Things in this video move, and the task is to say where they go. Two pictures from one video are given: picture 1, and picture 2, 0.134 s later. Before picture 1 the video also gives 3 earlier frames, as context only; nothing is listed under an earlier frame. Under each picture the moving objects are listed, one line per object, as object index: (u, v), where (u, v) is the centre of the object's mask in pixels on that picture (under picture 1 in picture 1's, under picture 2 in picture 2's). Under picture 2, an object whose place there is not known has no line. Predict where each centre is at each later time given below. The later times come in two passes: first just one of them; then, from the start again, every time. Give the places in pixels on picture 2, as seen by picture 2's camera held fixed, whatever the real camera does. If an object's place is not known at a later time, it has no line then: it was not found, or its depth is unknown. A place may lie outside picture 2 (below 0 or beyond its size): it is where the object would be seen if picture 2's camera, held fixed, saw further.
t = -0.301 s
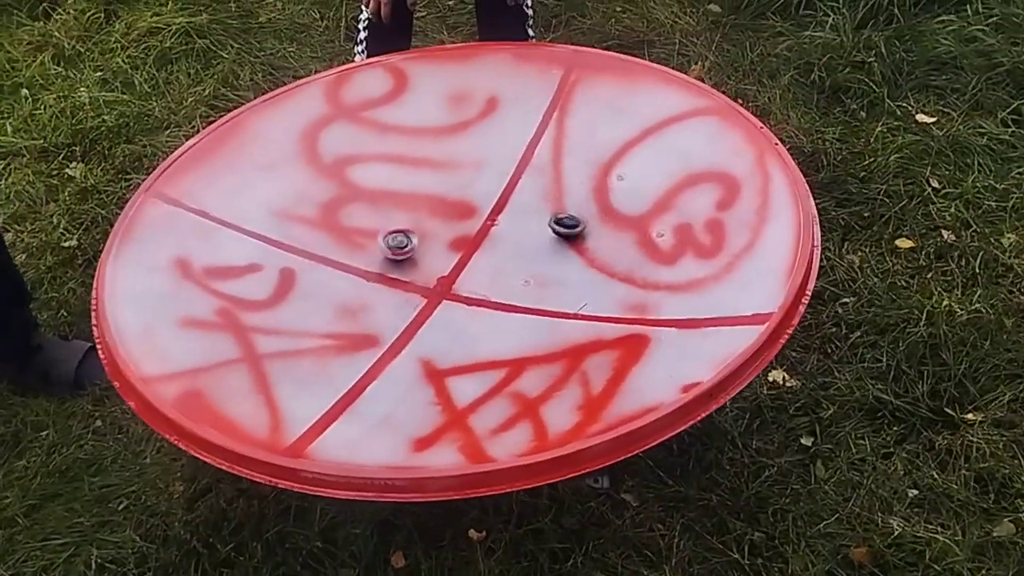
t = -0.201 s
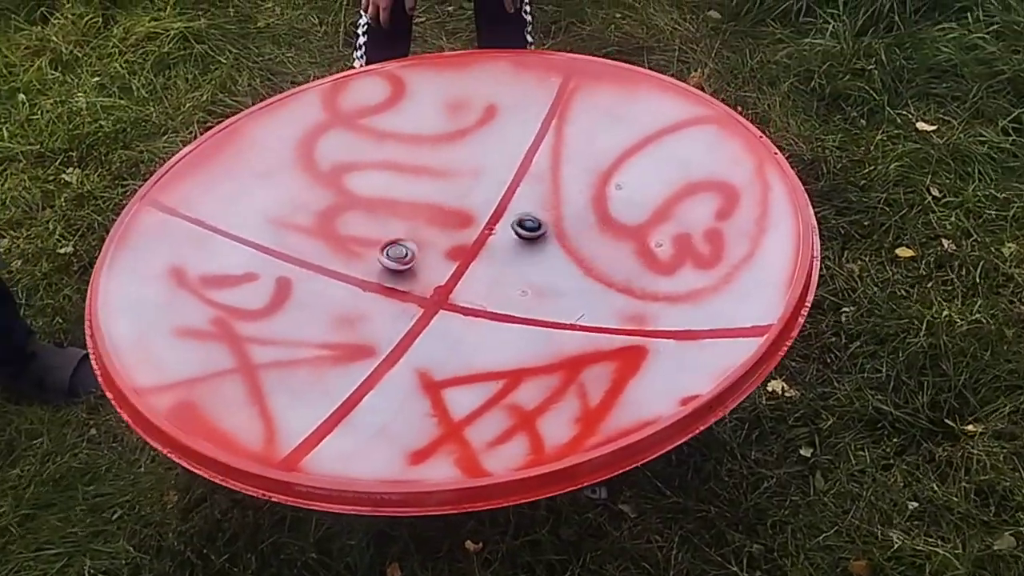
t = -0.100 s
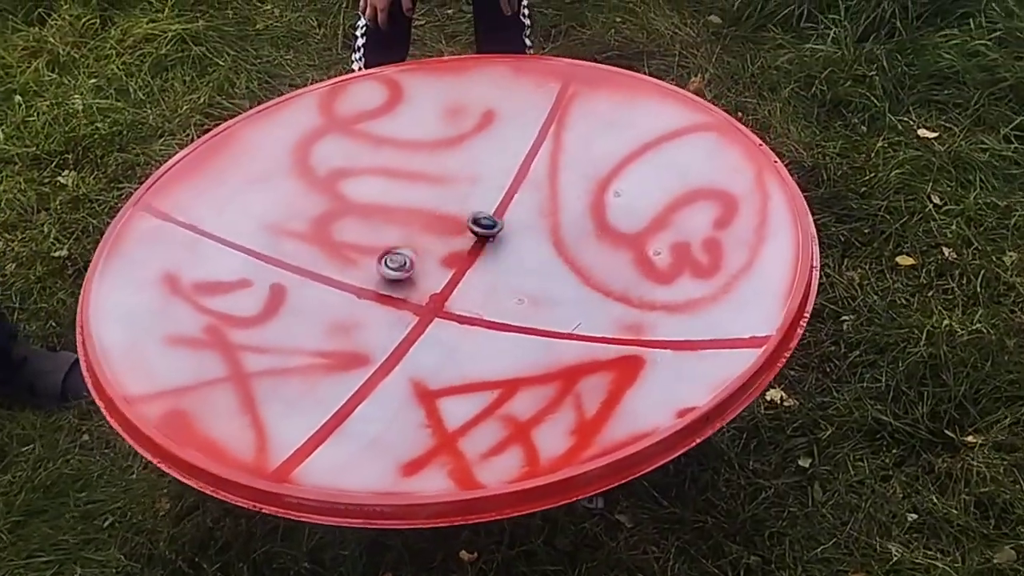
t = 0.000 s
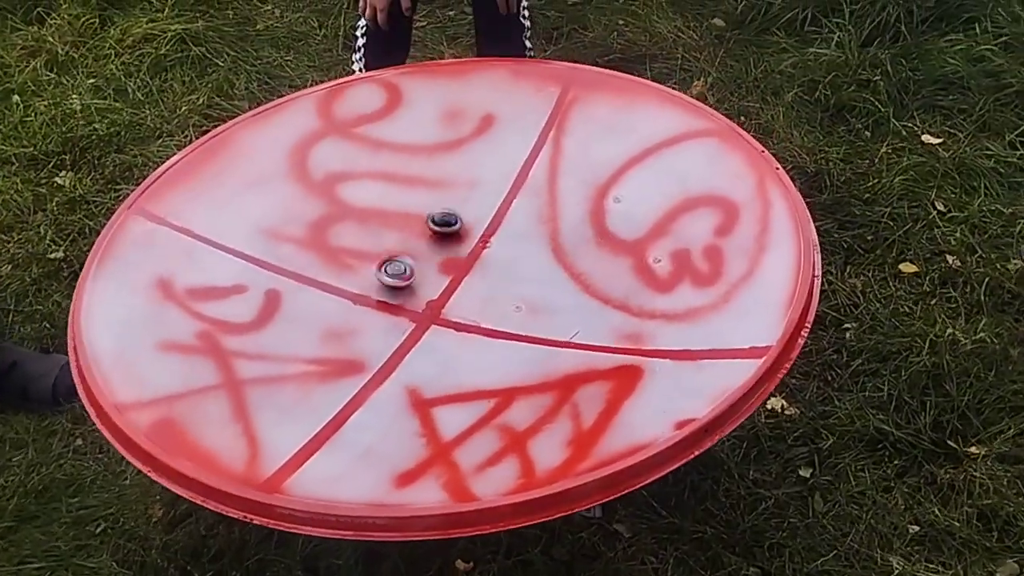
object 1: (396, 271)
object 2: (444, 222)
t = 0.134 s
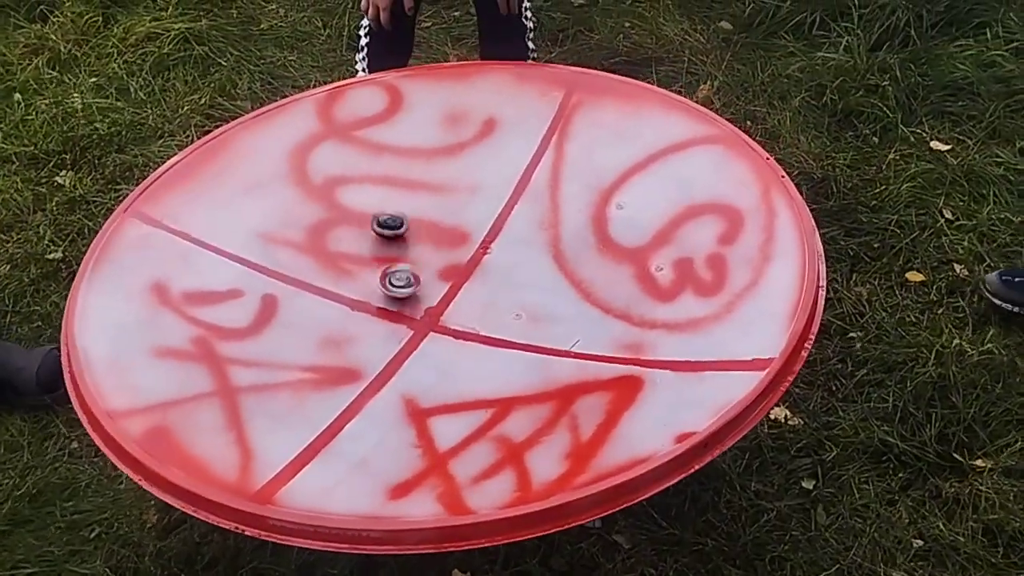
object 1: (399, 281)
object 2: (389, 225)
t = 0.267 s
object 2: (336, 231)
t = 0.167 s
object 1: (400, 283)
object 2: (376, 224)
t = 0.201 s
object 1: (403, 285)
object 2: (362, 227)
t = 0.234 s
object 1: (404, 286)
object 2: (348, 227)
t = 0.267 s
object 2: (336, 231)
